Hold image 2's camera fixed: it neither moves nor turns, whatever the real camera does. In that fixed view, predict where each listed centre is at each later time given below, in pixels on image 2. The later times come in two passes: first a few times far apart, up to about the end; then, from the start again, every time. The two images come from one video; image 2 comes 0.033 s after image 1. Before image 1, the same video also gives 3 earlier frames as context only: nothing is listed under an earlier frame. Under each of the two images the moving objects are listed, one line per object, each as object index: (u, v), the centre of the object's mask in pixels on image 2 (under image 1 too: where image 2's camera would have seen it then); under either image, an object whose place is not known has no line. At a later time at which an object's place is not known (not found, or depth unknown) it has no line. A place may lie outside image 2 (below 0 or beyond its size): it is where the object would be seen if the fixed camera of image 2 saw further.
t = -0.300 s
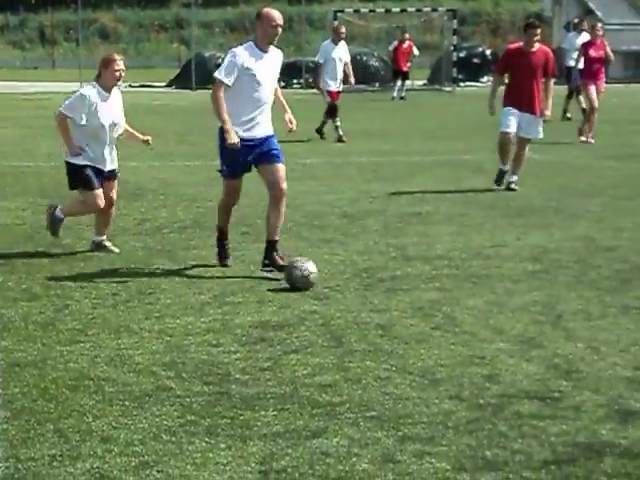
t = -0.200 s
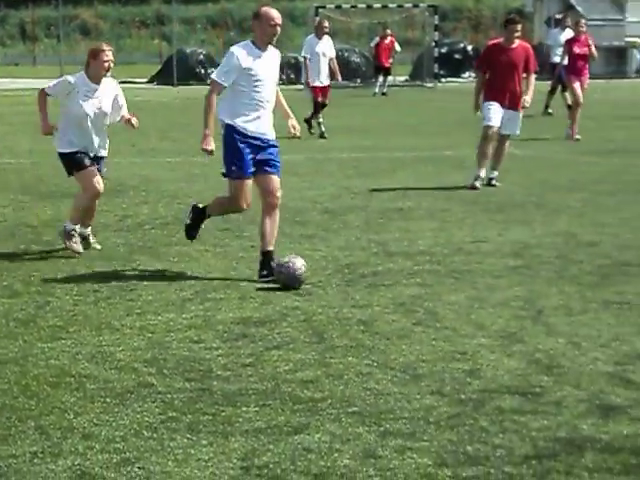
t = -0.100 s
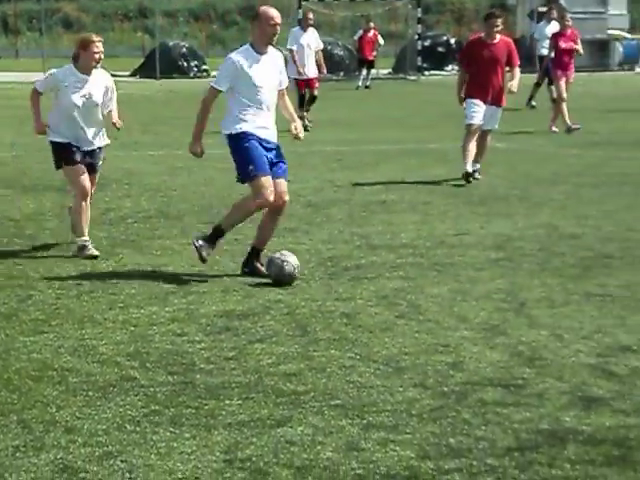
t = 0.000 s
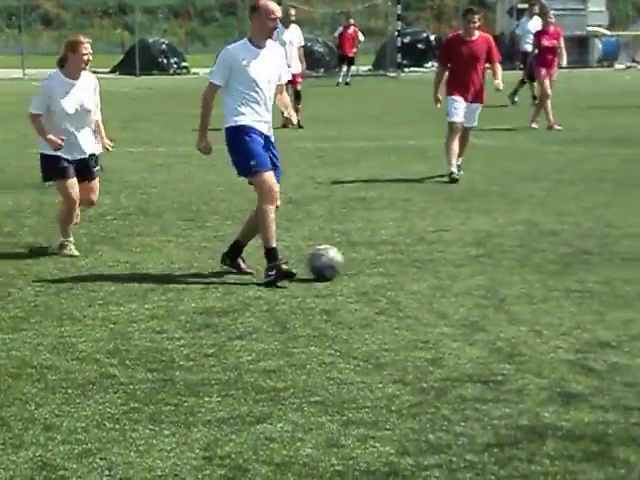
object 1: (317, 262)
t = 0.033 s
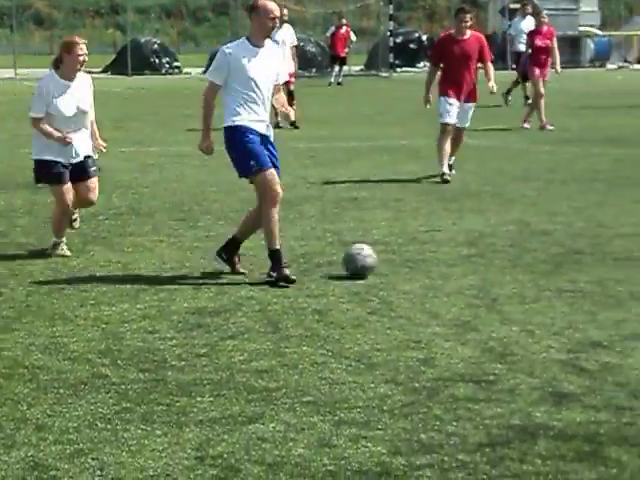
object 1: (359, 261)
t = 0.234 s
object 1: (570, 248)
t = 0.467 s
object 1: (760, 240)
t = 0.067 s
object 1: (399, 258)
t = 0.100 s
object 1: (436, 255)
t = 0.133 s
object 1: (472, 253)
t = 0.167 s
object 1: (507, 253)
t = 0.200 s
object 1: (539, 251)
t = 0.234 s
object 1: (570, 248)
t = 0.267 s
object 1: (600, 246)
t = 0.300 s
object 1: (630, 246)
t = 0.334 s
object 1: (658, 245)
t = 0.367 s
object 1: (684, 242)
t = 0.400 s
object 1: (710, 240)
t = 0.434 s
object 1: (735, 238)
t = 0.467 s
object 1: (760, 240)
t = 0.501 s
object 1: (785, 239)
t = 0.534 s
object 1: (808, 234)
